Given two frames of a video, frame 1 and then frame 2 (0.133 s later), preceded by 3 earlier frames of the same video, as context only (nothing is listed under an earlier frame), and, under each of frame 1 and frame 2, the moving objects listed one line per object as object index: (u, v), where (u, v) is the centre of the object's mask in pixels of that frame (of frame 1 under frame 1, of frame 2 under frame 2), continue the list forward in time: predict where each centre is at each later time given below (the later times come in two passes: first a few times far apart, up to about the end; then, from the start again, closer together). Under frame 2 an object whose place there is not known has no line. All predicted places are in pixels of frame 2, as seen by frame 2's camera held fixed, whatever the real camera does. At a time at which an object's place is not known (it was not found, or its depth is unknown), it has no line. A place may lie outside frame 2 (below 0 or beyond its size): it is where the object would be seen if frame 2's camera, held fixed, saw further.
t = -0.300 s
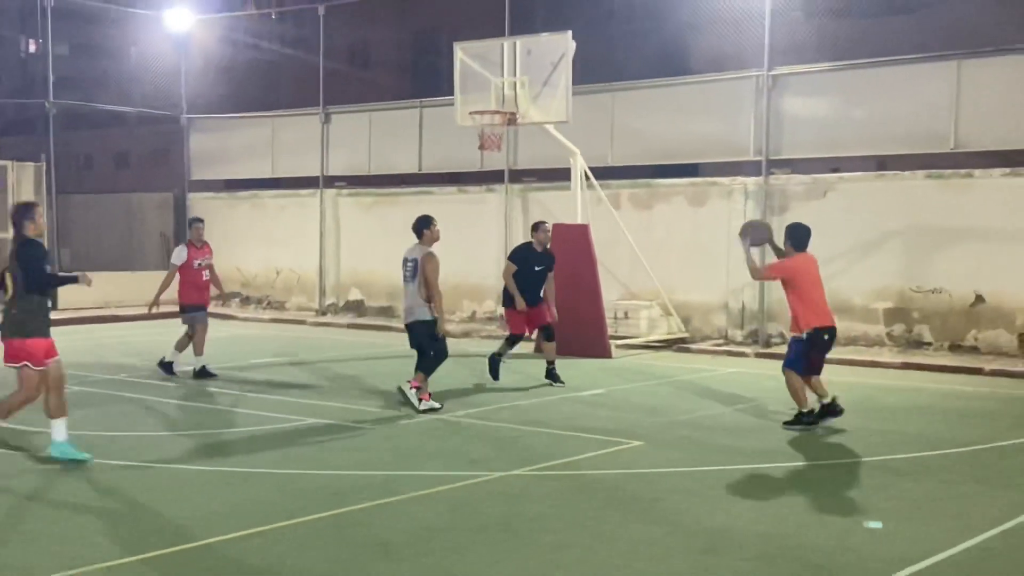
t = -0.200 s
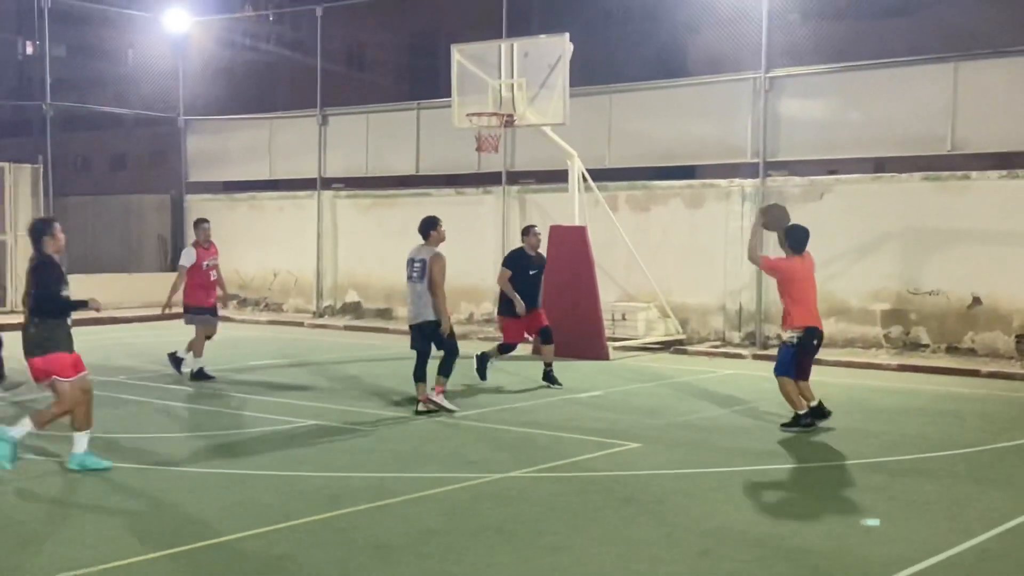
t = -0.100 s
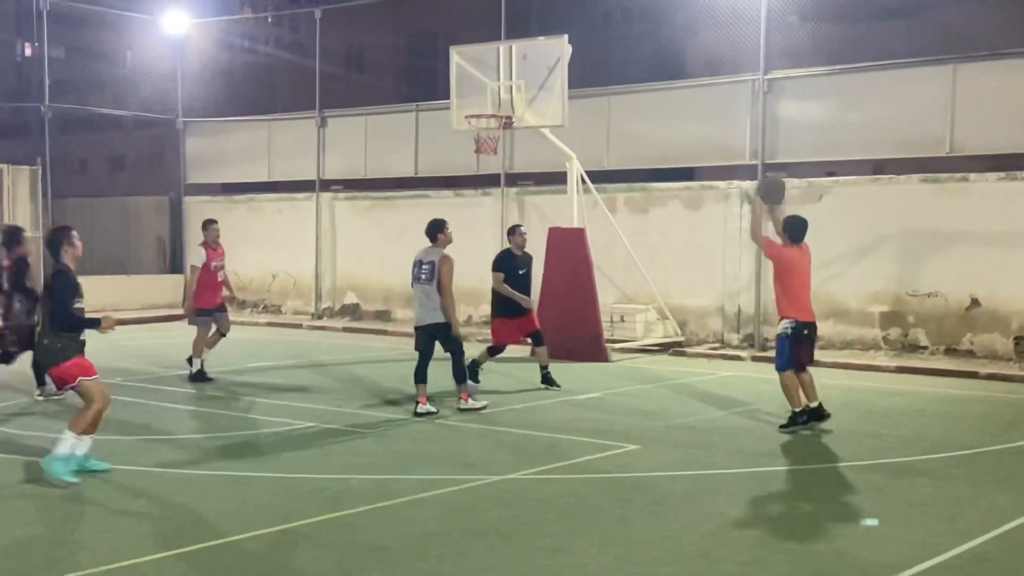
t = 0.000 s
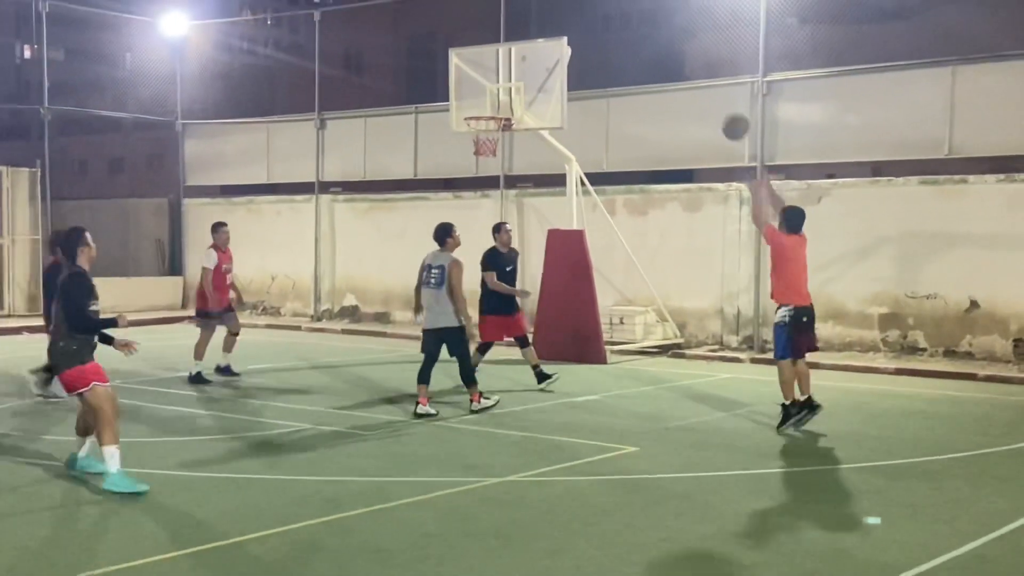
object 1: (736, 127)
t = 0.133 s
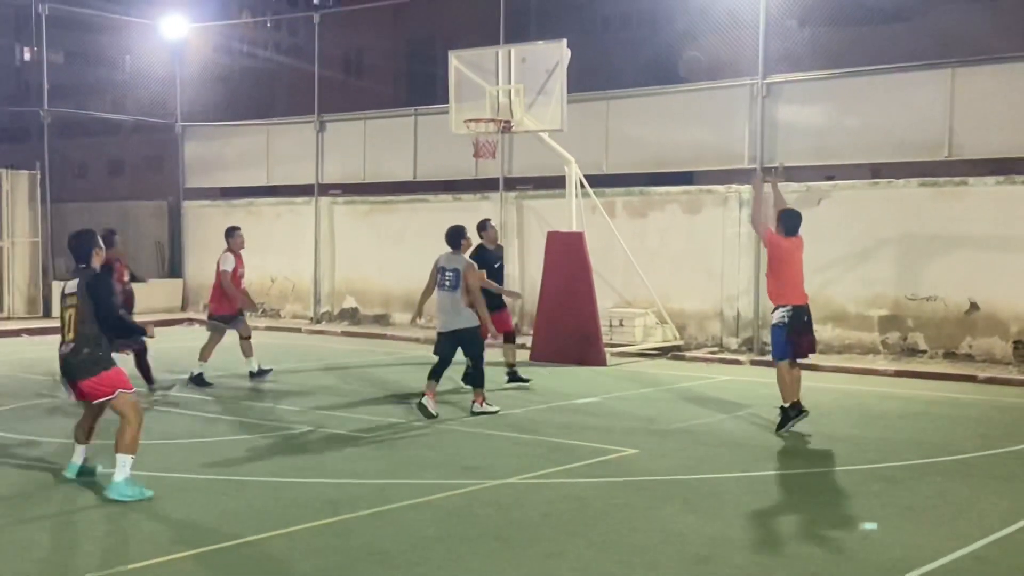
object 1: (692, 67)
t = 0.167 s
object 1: (682, 55)
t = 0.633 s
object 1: (563, 26)
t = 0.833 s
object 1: (523, 73)
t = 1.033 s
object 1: (474, 116)
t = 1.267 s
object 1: (501, 106)
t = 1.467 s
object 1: (477, 113)
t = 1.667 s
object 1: (479, 117)
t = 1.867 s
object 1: (491, 128)
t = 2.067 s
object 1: (471, 143)
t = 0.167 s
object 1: (682, 55)
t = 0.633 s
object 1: (563, 26)
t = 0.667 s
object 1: (556, 31)
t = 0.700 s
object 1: (549, 38)
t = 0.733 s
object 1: (542, 45)
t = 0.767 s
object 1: (536, 54)
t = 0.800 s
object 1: (529, 63)
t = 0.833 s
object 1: (523, 73)
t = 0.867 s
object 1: (514, 78)
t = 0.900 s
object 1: (506, 85)
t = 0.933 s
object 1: (498, 91)
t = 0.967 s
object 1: (490, 99)
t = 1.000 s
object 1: (482, 107)
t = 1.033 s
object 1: (474, 116)
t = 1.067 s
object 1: (477, 117)
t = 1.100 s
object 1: (481, 117)
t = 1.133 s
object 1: (486, 113)
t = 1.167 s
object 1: (492, 110)
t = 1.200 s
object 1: (499, 108)
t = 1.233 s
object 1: (505, 107)
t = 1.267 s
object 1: (501, 106)
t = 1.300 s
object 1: (496, 107)
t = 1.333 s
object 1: (492, 109)
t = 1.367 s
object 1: (486, 111)
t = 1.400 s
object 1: (482, 114)
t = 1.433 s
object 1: (479, 113)
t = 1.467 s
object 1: (477, 113)
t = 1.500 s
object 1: (473, 114)
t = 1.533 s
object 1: (473, 115)
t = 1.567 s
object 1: (474, 115)
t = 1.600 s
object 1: (475, 116)
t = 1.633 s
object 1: (476, 117)
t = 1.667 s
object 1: (479, 117)
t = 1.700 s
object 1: (481, 117)
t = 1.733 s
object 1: (483, 118)
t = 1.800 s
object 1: (489, 122)
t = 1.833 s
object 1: (490, 124)
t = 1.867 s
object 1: (491, 128)
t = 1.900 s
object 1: (490, 128)
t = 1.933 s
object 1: (487, 130)
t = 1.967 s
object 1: (484, 131)
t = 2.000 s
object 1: (480, 134)
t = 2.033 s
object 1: (476, 140)
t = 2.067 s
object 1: (471, 143)
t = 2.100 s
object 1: (468, 143)
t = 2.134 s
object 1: (468, 143)
